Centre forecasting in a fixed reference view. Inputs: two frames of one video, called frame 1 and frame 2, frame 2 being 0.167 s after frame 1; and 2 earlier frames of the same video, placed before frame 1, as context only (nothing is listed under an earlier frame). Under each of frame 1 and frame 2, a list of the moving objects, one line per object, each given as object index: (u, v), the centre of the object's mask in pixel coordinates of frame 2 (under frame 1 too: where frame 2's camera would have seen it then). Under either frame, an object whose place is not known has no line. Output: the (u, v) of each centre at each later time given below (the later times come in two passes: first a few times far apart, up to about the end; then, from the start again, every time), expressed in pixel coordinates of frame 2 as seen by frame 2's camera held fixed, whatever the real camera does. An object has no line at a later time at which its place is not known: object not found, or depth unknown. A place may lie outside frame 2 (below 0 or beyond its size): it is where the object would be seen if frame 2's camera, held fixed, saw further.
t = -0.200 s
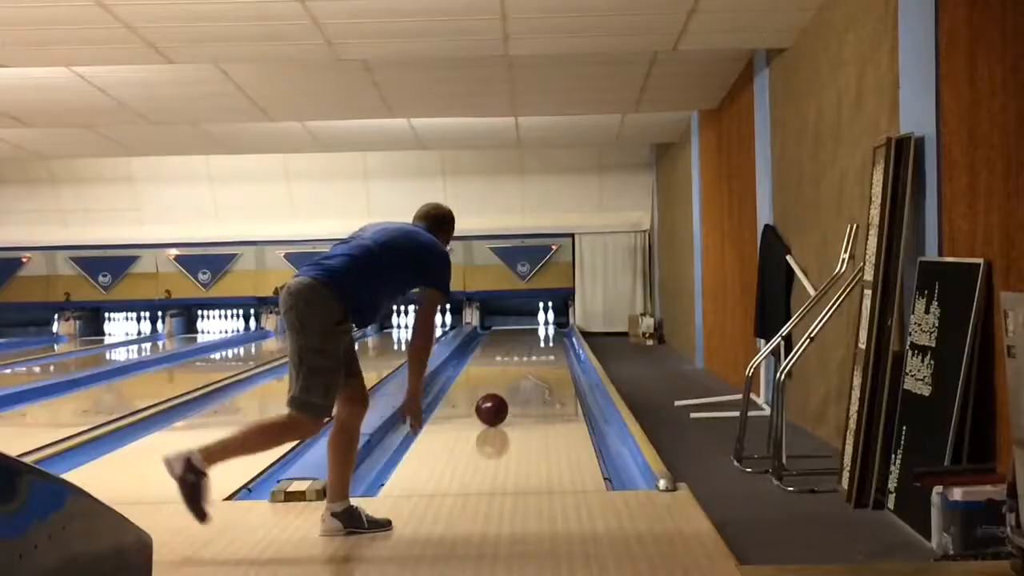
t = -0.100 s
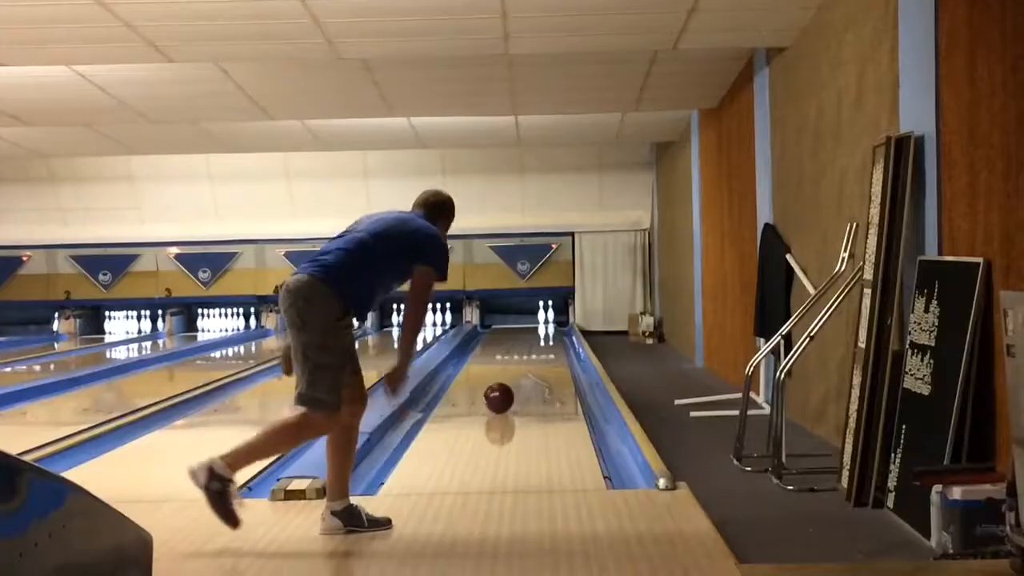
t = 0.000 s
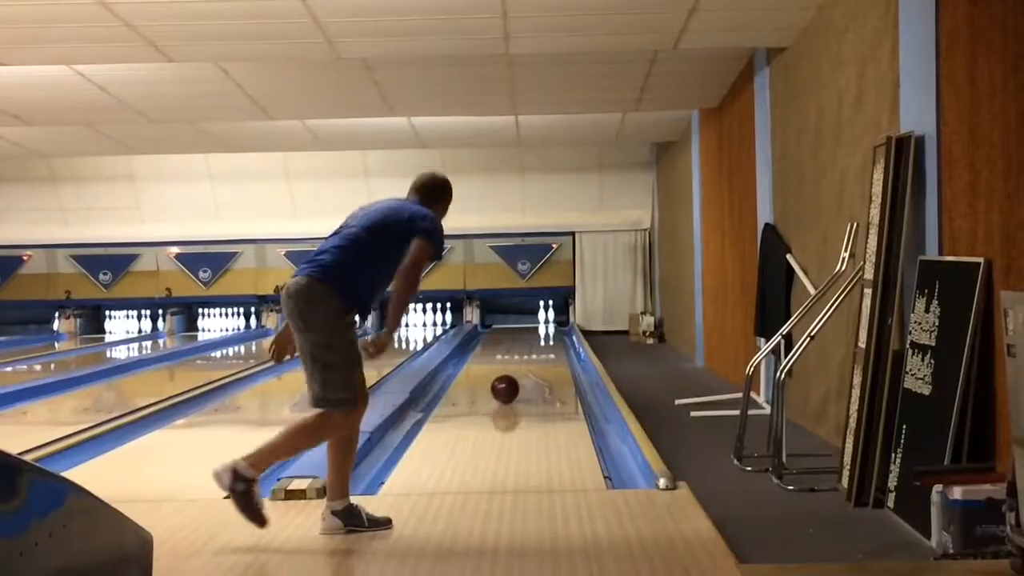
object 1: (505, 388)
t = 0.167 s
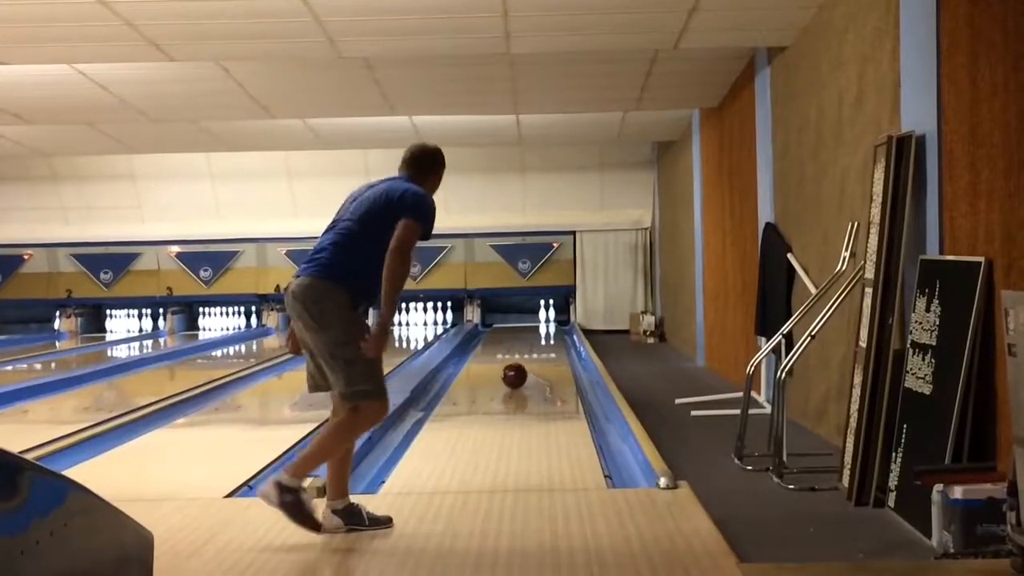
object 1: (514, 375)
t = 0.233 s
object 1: (517, 371)
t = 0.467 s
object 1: (526, 358)
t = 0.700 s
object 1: (532, 348)
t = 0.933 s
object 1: (537, 342)
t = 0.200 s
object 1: (516, 373)
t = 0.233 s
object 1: (517, 371)
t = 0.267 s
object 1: (518, 369)
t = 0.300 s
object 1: (520, 367)
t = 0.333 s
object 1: (521, 365)
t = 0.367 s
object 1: (522, 363)
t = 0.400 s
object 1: (523, 362)
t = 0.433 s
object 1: (525, 360)
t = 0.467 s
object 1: (526, 358)
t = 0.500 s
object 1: (527, 357)
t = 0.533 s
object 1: (528, 356)
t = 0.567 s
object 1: (529, 354)
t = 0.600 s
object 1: (530, 353)
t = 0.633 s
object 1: (530, 352)
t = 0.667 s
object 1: (531, 350)
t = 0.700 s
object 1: (532, 348)
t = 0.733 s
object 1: (533, 347)
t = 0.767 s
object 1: (534, 346)
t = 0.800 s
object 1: (534, 345)
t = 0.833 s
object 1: (536, 344)
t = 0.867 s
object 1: (536, 344)
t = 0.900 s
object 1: (536, 343)
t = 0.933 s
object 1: (537, 342)
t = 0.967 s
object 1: (537, 340)
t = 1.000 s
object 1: (538, 340)
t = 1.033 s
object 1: (538, 338)
